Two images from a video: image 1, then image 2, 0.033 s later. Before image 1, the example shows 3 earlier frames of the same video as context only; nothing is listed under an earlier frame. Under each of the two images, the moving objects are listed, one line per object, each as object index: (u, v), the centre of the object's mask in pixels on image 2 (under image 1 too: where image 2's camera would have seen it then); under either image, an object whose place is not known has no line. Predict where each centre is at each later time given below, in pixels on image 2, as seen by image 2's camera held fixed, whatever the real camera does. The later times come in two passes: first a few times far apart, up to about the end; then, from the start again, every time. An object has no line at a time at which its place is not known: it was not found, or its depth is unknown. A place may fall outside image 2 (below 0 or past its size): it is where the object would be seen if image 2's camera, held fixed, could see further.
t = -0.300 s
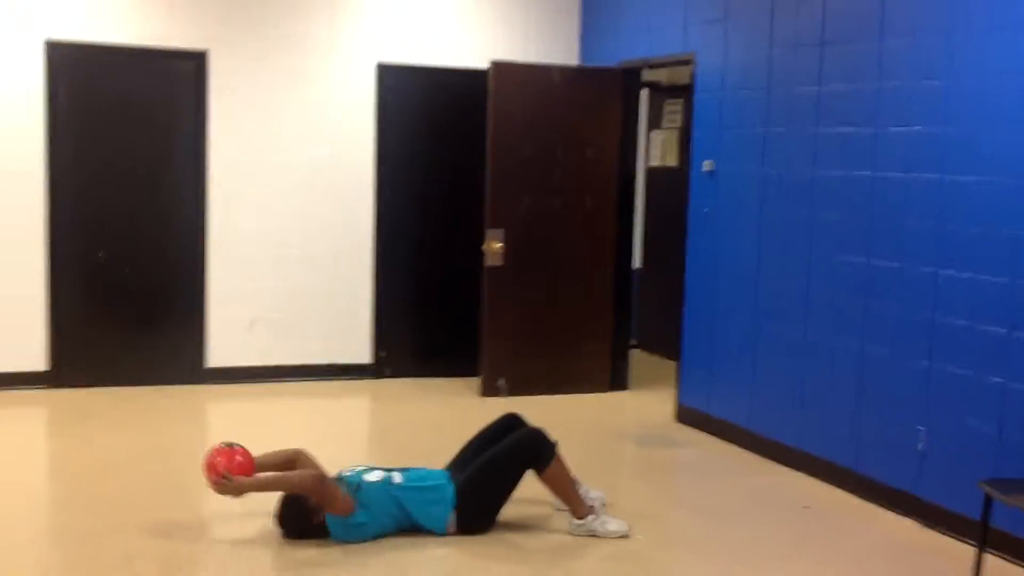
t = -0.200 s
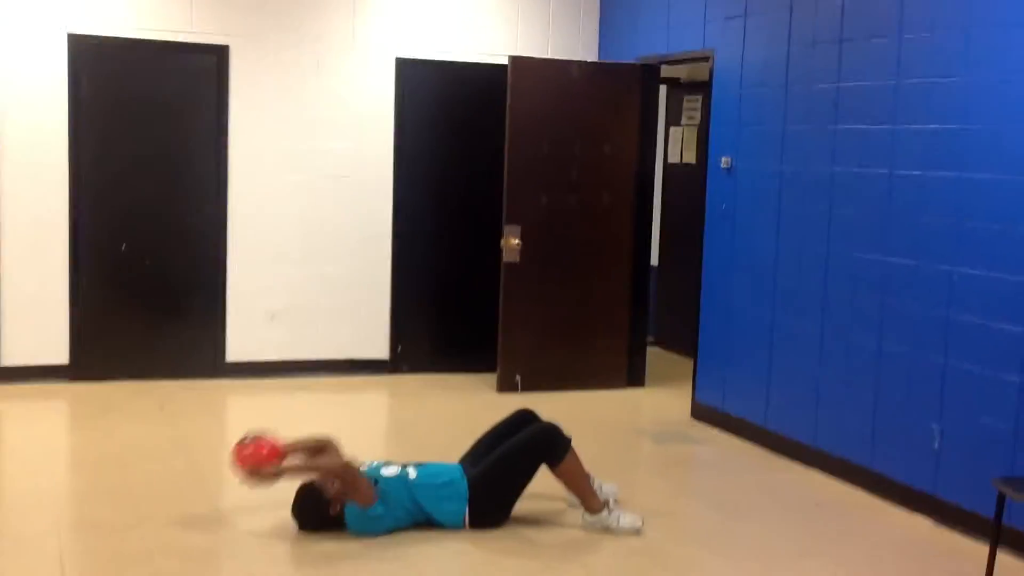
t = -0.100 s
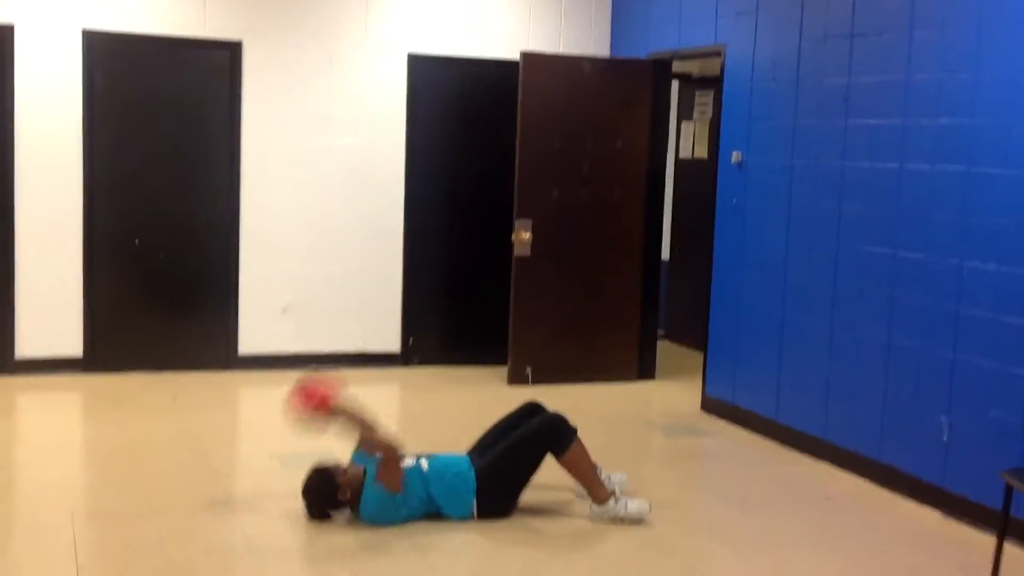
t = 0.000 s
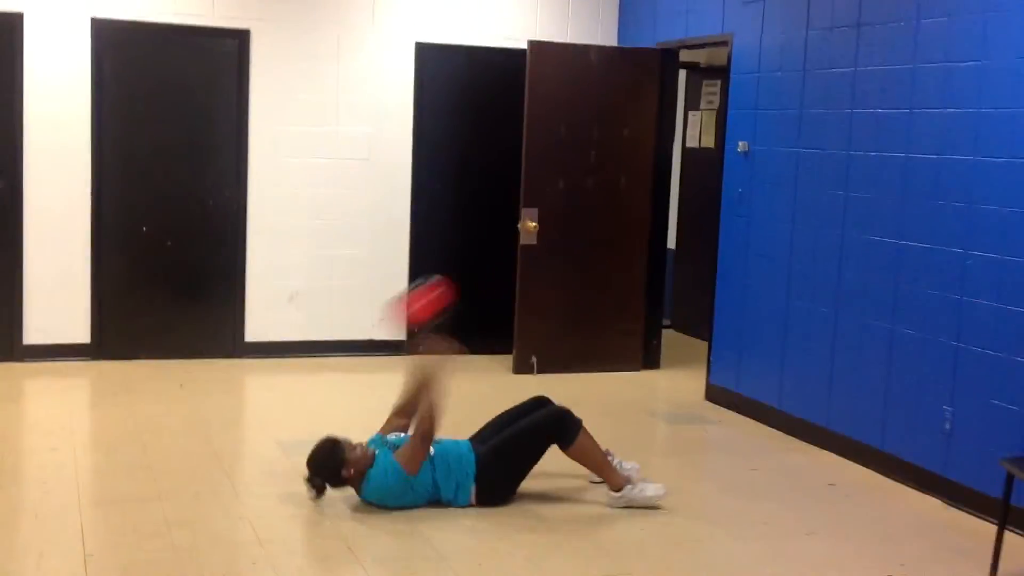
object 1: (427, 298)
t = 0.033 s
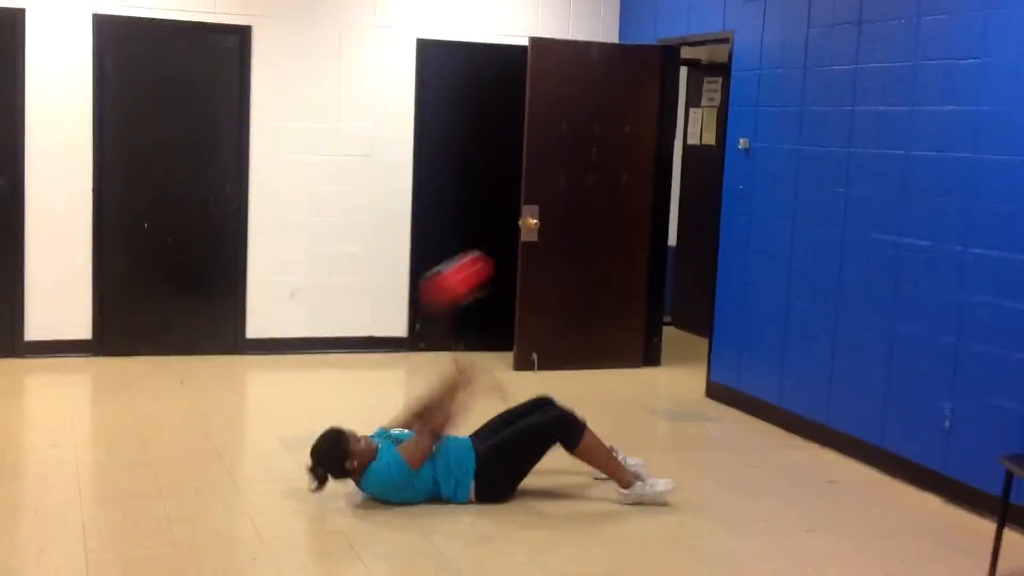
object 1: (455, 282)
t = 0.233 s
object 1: (681, 199)
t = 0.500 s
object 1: (887, 220)
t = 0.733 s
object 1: (785, 354)
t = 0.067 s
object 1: (494, 261)
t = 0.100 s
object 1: (534, 243)
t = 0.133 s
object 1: (572, 228)
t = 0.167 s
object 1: (608, 216)
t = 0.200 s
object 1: (641, 206)
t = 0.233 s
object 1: (681, 199)
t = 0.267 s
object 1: (717, 193)
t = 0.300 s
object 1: (754, 190)
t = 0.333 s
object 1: (789, 189)
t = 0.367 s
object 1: (823, 191)
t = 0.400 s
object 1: (858, 196)
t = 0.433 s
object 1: (891, 203)
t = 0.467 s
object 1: (902, 212)
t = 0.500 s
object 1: (887, 220)
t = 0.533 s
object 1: (873, 232)
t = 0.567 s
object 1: (859, 247)
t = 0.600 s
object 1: (846, 263)
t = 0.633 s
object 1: (831, 282)
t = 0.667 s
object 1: (816, 303)
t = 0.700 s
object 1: (801, 327)
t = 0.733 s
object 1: (785, 354)
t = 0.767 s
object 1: (770, 386)
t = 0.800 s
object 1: (753, 419)
